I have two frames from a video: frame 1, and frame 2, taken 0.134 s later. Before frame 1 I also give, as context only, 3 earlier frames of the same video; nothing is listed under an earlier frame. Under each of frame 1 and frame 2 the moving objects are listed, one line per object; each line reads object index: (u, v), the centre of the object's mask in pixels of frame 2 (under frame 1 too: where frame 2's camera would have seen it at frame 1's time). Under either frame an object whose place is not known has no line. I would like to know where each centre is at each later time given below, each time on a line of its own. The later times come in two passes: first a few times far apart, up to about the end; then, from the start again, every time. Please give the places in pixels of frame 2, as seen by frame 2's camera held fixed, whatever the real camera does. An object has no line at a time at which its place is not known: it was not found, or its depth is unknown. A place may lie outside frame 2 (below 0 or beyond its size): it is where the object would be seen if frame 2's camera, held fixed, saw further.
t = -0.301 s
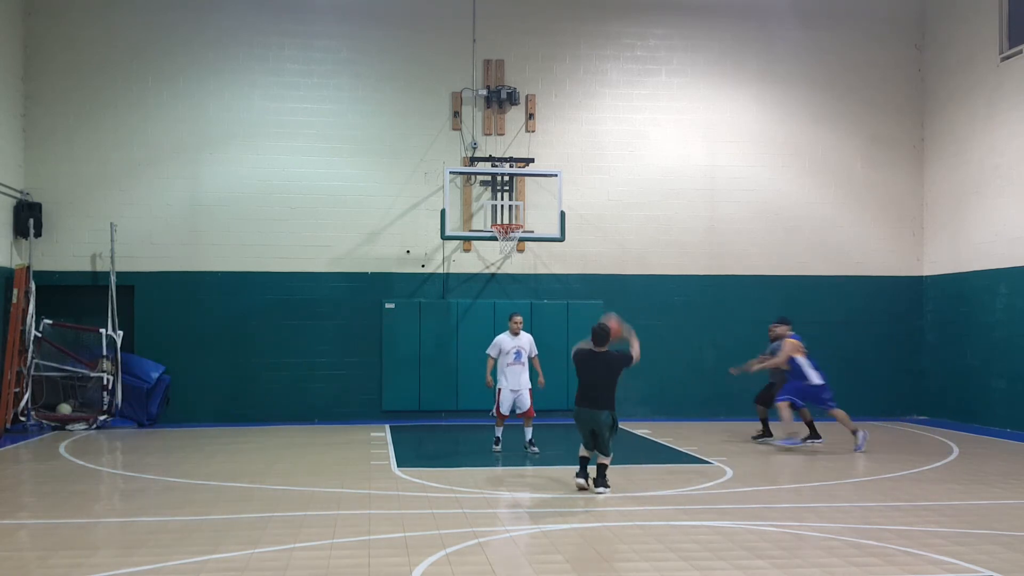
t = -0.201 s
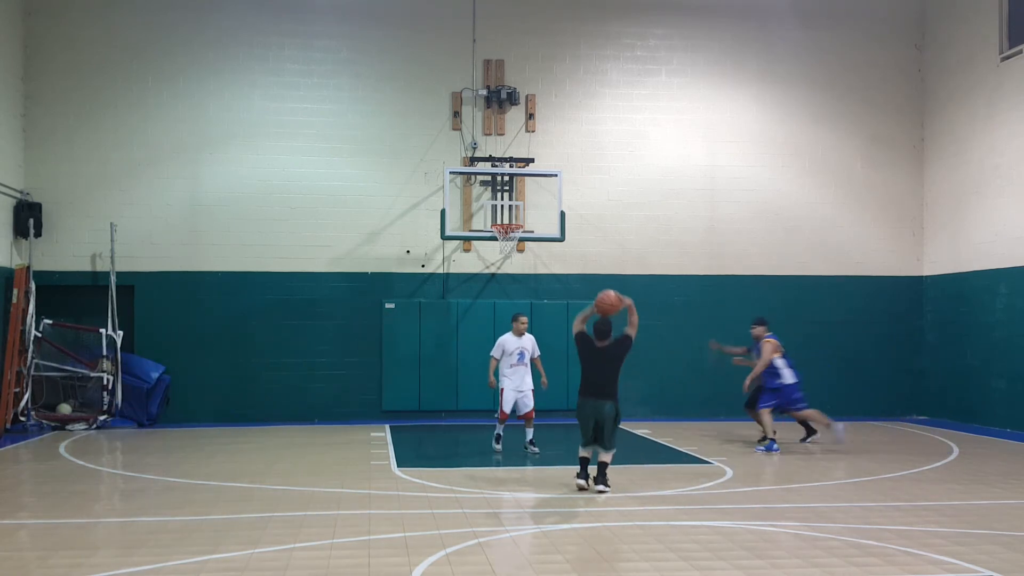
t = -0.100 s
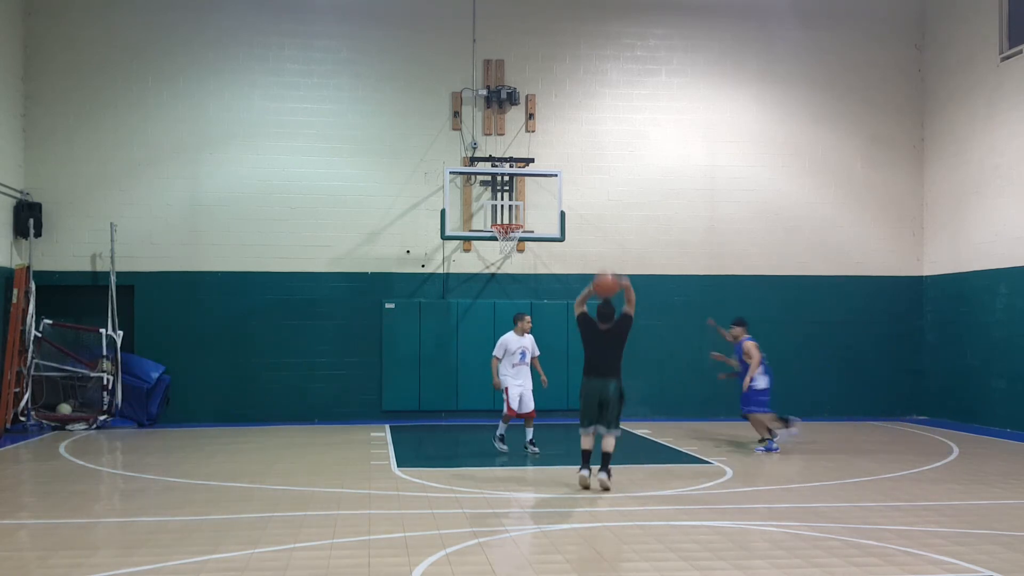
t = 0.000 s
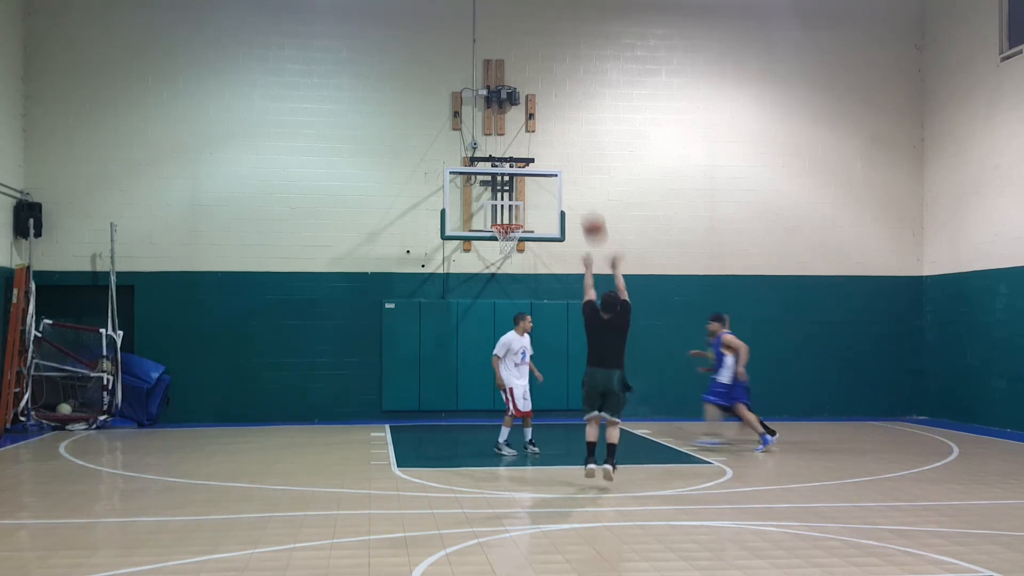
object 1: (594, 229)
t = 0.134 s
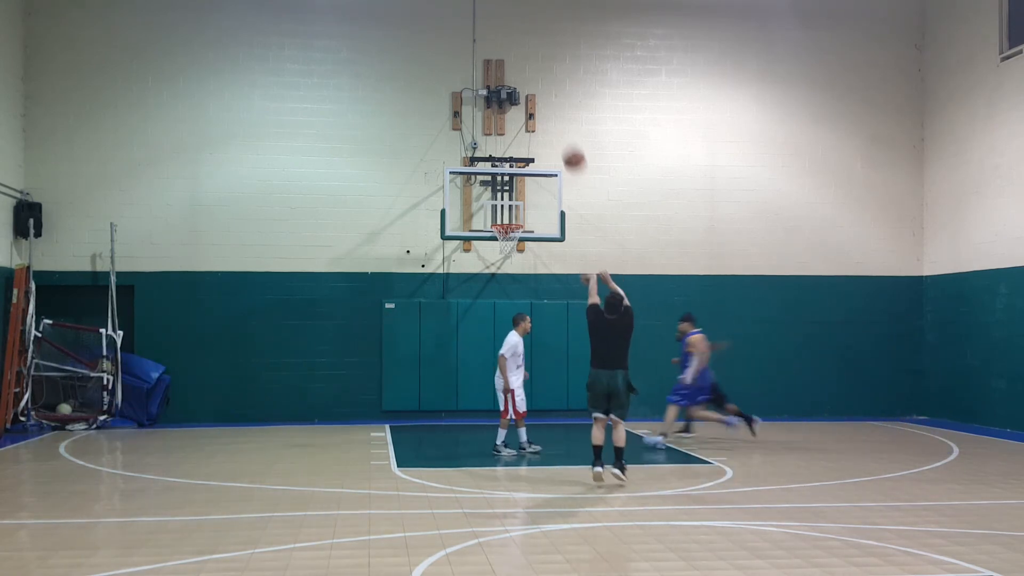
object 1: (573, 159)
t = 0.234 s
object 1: (560, 124)
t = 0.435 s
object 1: (536, 86)
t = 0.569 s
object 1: (521, 82)
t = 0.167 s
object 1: (569, 146)
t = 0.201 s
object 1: (565, 135)
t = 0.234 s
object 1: (560, 124)
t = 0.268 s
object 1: (556, 114)
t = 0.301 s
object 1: (552, 106)
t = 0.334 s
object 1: (547, 99)
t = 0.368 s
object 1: (544, 94)
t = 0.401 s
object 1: (540, 89)
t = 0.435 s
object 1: (536, 86)
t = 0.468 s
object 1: (532, 84)
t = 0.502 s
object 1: (528, 82)
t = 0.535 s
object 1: (524, 82)
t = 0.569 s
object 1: (521, 82)
